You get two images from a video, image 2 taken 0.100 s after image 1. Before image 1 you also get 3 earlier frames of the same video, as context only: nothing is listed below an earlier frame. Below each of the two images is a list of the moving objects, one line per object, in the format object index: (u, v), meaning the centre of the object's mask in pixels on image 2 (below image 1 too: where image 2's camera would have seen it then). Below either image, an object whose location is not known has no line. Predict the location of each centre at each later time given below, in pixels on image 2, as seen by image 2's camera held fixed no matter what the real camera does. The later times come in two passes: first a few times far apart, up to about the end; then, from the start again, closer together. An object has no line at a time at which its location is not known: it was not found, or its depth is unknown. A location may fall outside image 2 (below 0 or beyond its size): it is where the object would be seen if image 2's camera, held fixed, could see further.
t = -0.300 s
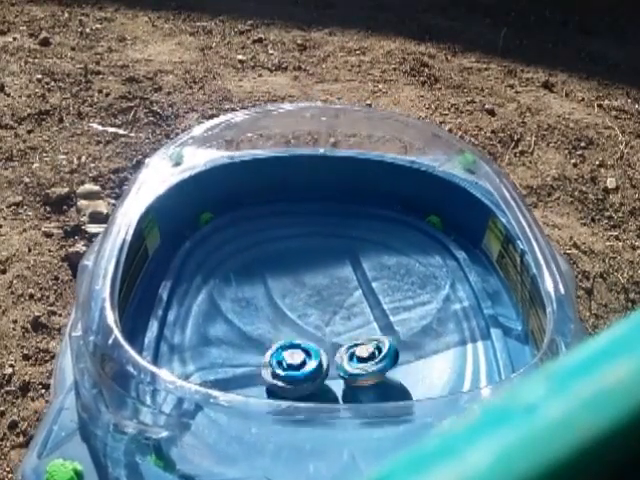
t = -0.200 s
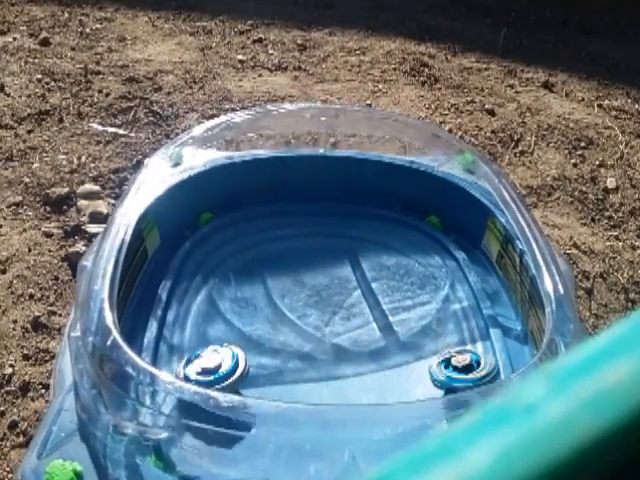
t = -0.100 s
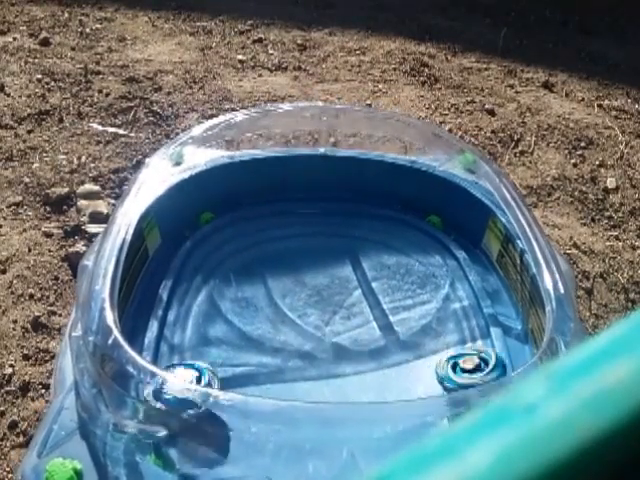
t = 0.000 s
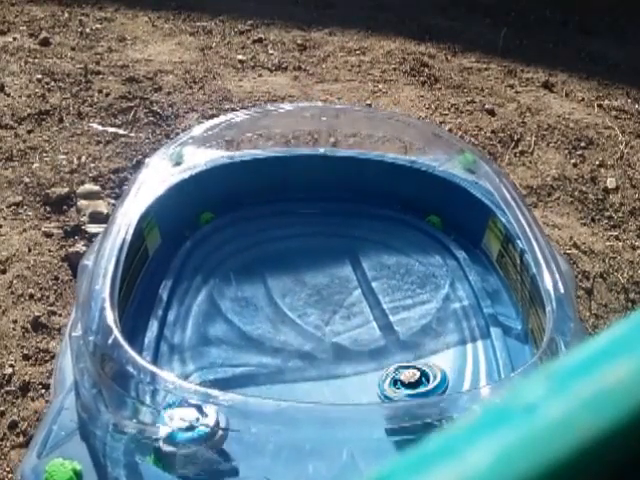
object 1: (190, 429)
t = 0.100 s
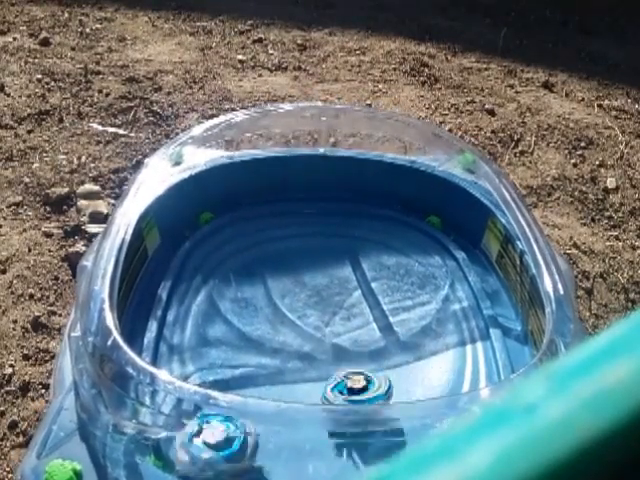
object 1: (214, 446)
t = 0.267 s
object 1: (239, 452)
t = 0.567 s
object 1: (263, 413)
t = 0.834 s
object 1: (321, 360)
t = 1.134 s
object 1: (273, 294)
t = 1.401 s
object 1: (269, 250)
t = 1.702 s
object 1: (258, 238)
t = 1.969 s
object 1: (284, 203)
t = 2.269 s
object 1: (356, 237)
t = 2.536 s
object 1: (406, 278)
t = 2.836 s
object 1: (408, 319)
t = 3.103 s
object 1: (357, 358)
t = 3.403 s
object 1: (307, 391)
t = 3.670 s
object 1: (284, 391)
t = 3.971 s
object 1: (267, 365)
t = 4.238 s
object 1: (261, 321)
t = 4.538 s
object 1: (281, 285)
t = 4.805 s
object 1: (307, 269)
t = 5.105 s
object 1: (344, 273)
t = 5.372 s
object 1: (367, 299)
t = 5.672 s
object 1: (383, 356)
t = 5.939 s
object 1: (379, 384)
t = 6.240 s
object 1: (338, 387)
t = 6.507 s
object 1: (279, 388)
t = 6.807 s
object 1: (262, 355)
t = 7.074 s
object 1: (289, 310)
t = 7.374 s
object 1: (308, 276)
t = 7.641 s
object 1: (347, 278)
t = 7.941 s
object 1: (368, 322)
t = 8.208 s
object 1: (342, 363)
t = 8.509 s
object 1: (290, 370)
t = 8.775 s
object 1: (276, 340)
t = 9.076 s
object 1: (312, 288)
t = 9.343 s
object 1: (352, 275)
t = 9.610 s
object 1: (369, 299)
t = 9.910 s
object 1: (332, 354)
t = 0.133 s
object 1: (226, 445)
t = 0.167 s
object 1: (229, 448)
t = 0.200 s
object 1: (233, 451)
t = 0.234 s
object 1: (236, 451)
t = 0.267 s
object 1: (239, 452)
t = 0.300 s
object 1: (234, 447)
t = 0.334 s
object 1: (231, 446)
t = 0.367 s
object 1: (239, 437)
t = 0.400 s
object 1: (241, 442)
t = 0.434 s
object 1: (246, 434)
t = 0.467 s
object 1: (250, 434)
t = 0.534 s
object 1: (262, 417)
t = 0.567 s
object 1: (263, 413)
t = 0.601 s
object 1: (271, 391)
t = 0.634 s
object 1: (281, 390)
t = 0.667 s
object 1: (290, 388)
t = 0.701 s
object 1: (303, 387)
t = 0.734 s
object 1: (312, 383)
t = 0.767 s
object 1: (318, 377)
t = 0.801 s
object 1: (320, 369)
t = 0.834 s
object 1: (321, 360)
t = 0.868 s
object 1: (321, 351)
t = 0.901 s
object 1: (319, 341)
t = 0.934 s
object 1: (314, 331)
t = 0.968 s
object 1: (308, 322)
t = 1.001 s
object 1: (301, 314)
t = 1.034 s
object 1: (295, 308)
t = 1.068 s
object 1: (288, 302)
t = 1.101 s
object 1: (281, 298)
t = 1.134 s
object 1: (273, 294)
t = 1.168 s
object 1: (270, 291)
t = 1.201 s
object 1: (277, 275)
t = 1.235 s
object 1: (283, 266)
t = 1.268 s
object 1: (287, 258)
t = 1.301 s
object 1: (286, 253)
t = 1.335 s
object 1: (282, 251)
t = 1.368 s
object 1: (275, 250)
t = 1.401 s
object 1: (269, 250)
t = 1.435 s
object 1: (262, 248)
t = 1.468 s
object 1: (256, 248)
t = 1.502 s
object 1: (251, 246)
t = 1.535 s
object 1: (251, 244)
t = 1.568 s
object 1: (252, 242)
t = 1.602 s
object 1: (254, 239)
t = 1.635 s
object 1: (256, 237)
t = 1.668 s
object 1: (257, 236)
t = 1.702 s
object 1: (258, 238)
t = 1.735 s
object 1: (259, 238)
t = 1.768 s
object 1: (261, 237)
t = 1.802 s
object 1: (264, 235)
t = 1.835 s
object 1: (268, 235)
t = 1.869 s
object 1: (272, 234)
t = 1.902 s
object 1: (276, 233)
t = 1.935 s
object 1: (279, 231)
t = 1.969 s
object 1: (284, 203)
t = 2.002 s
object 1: (289, 183)
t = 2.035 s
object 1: (295, 189)
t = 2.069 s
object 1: (301, 205)
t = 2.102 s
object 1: (310, 218)
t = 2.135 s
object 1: (320, 213)
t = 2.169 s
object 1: (330, 219)
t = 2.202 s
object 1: (339, 232)
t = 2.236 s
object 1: (347, 234)
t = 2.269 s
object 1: (356, 237)
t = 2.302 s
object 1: (365, 242)
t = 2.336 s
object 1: (373, 248)
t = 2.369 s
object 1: (381, 253)
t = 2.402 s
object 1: (388, 258)
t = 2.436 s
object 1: (392, 263)
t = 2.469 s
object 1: (397, 268)
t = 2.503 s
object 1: (402, 273)
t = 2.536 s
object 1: (406, 278)
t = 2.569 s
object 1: (410, 284)
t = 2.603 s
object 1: (414, 289)
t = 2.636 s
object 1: (418, 294)
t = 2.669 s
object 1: (419, 300)
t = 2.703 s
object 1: (422, 306)
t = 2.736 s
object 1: (424, 313)
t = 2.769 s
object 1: (423, 318)
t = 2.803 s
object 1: (415, 318)
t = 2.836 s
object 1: (408, 319)
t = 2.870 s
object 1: (403, 323)
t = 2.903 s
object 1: (399, 329)
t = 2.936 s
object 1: (397, 336)
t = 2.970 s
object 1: (395, 342)
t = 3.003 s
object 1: (388, 347)
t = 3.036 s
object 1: (374, 349)
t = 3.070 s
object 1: (365, 353)
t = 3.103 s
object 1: (357, 358)
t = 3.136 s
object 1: (351, 363)
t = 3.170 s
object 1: (344, 369)
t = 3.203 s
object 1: (337, 376)
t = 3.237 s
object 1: (331, 380)
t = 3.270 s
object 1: (326, 383)
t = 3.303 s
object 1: (320, 385)
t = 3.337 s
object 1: (316, 388)
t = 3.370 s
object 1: (311, 390)
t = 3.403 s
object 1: (307, 391)
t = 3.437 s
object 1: (303, 392)
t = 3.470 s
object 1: (299, 393)
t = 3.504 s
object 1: (297, 393)
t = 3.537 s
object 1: (294, 393)
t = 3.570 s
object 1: (292, 393)
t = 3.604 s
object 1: (289, 392)
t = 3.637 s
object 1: (286, 392)
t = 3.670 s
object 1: (284, 391)
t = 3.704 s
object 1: (281, 390)
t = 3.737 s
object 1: (279, 388)
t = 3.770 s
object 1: (277, 387)
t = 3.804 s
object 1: (275, 385)
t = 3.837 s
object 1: (274, 382)
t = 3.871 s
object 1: (273, 379)
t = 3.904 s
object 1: (271, 376)
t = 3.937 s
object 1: (270, 372)
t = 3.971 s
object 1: (267, 365)
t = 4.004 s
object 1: (266, 360)
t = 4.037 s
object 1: (263, 353)
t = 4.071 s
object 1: (262, 347)
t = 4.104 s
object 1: (262, 341)
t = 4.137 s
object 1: (261, 335)
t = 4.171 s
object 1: (261, 330)
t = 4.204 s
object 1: (261, 326)
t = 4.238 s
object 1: (261, 321)
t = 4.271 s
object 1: (261, 316)
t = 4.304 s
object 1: (262, 311)
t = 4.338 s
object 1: (263, 306)
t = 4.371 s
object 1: (264, 301)
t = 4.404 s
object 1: (265, 297)
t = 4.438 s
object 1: (267, 293)
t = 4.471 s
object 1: (274, 290)
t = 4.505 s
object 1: (277, 288)
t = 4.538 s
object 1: (281, 285)
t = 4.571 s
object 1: (284, 283)
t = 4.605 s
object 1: (287, 280)
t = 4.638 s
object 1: (291, 278)
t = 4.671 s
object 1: (294, 275)
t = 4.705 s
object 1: (297, 273)
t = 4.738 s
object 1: (300, 272)
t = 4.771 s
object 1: (303, 270)
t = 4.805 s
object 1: (307, 269)
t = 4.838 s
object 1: (311, 269)
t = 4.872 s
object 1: (315, 268)
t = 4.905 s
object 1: (319, 267)
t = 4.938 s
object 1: (323, 267)
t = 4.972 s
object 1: (326, 268)
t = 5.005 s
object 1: (330, 268)
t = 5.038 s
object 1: (334, 269)
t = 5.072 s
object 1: (339, 270)
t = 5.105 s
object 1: (344, 273)
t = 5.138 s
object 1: (346, 276)
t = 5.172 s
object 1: (349, 279)
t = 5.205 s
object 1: (352, 282)
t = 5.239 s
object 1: (356, 285)
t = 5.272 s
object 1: (359, 288)
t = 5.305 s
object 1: (362, 291)
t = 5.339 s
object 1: (364, 295)
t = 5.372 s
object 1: (367, 299)
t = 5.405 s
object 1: (370, 302)
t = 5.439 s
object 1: (371, 306)
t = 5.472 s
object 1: (373, 310)
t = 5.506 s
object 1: (377, 314)
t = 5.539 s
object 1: (378, 317)
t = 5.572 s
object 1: (378, 324)
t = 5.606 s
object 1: (380, 332)
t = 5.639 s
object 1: (383, 347)
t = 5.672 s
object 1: (383, 356)
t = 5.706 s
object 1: (384, 362)
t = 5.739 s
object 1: (386, 366)
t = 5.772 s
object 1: (385, 372)
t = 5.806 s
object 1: (385, 376)
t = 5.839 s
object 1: (386, 378)
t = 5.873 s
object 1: (384, 382)
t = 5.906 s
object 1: (382, 383)
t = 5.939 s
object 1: (379, 384)
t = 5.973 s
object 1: (377, 386)
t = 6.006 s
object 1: (374, 387)
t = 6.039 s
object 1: (371, 387)
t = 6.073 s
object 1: (366, 388)
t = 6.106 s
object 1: (362, 388)
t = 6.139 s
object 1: (356, 388)
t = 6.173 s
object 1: (350, 388)
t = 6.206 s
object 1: (343, 387)
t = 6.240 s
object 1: (338, 387)
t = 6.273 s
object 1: (330, 385)
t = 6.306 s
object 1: (325, 389)
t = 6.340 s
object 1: (317, 392)
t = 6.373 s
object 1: (305, 393)
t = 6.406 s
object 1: (297, 392)
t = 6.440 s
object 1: (291, 391)
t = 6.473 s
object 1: (284, 389)
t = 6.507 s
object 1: (279, 388)
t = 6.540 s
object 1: (273, 386)
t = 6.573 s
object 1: (270, 383)
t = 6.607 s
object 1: (268, 381)
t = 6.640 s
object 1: (266, 378)
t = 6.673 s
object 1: (263, 374)
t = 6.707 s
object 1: (261, 370)
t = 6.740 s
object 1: (261, 364)
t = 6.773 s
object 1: (262, 360)
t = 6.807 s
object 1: (262, 355)
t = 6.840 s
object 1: (264, 349)
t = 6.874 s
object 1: (266, 344)
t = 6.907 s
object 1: (270, 338)
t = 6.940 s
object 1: (274, 332)
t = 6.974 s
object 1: (278, 325)
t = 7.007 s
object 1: (283, 320)
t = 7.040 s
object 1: (287, 313)
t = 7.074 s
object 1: (289, 310)
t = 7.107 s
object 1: (291, 306)
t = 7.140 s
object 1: (286, 301)
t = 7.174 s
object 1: (286, 297)
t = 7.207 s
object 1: (288, 290)
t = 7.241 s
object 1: (292, 286)
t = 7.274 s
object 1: (295, 283)
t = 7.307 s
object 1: (299, 280)
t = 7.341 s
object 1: (303, 278)
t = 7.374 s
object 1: (308, 276)
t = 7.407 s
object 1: (313, 275)
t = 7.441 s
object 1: (318, 273)
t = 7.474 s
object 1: (323, 273)
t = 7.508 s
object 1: (328, 273)
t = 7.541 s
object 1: (333, 274)
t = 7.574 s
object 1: (337, 275)
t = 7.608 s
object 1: (342, 277)
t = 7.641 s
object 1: (347, 278)
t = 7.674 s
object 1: (351, 283)
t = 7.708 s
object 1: (355, 285)
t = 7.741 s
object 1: (358, 290)
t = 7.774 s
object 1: (362, 294)
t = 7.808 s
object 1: (365, 299)
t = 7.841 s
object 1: (366, 304)
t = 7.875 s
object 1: (368, 310)
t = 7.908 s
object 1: (368, 315)
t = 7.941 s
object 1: (368, 322)
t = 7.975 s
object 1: (367, 327)
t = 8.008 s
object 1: (366, 333)
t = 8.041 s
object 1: (364, 339)
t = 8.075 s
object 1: (360, 345)
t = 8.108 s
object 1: (357, 350)
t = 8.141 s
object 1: (352, 355)
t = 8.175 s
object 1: (346, 360)
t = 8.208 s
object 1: (342, 363)
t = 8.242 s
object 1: (335, 367)
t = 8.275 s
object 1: (330, 369)
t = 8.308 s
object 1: (323, 371)
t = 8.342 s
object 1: (318, 372)
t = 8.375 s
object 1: (312, 373)
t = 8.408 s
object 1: (306, 373)
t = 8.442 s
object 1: (301, 373)
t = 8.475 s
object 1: (297, 372)
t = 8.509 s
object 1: (290, 370)
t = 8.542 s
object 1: (286, 368)
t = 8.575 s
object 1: (282, 366)
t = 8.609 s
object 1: (280, 363)
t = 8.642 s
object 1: (277, 360)
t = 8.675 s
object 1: (276, 356)
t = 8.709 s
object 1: (275, 350)
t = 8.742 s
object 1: (275, 346)
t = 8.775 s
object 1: (276, 340)
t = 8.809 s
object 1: (278, 334)
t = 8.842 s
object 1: (280, 328)
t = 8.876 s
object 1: (282, 322)
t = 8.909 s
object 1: (287, 316)
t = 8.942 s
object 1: (290, 310)
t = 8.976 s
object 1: (295, 305)
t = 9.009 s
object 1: (301, 298)
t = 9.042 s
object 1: (307, 294)
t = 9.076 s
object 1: (312, 288)
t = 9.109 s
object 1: (318, 285)
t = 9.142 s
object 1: (324, 281)
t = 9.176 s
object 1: (329, 279)
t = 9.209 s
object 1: (334, 278)
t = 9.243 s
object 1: (340, 276)
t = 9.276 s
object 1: (345, 275)
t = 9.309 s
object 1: (349, 275)
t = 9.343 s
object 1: (352, 275)
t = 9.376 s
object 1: (356, 276)
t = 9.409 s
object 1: (359, 278)
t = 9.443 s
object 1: (362, 279)
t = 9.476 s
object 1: (365, 283)
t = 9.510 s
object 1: (367, 286)
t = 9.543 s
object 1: (369, 289)
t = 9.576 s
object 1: (369, 295)
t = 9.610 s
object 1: (369, 299)
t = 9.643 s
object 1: (368, 307)
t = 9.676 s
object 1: (366, 313)
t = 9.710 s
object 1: (363, 318)
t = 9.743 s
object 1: (361, 326)
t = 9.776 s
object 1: (356, 332)
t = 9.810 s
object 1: (351, 339)
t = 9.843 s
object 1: (346, 344)
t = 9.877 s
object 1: (339, 349)
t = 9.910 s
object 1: (332, 354)
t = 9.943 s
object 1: (326, 358)
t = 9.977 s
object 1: (317, 362)
